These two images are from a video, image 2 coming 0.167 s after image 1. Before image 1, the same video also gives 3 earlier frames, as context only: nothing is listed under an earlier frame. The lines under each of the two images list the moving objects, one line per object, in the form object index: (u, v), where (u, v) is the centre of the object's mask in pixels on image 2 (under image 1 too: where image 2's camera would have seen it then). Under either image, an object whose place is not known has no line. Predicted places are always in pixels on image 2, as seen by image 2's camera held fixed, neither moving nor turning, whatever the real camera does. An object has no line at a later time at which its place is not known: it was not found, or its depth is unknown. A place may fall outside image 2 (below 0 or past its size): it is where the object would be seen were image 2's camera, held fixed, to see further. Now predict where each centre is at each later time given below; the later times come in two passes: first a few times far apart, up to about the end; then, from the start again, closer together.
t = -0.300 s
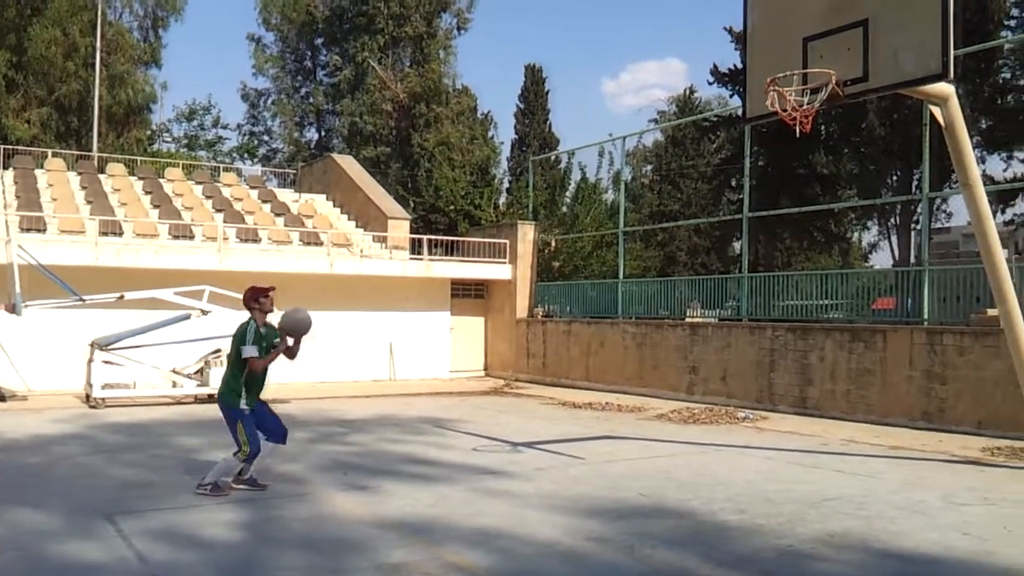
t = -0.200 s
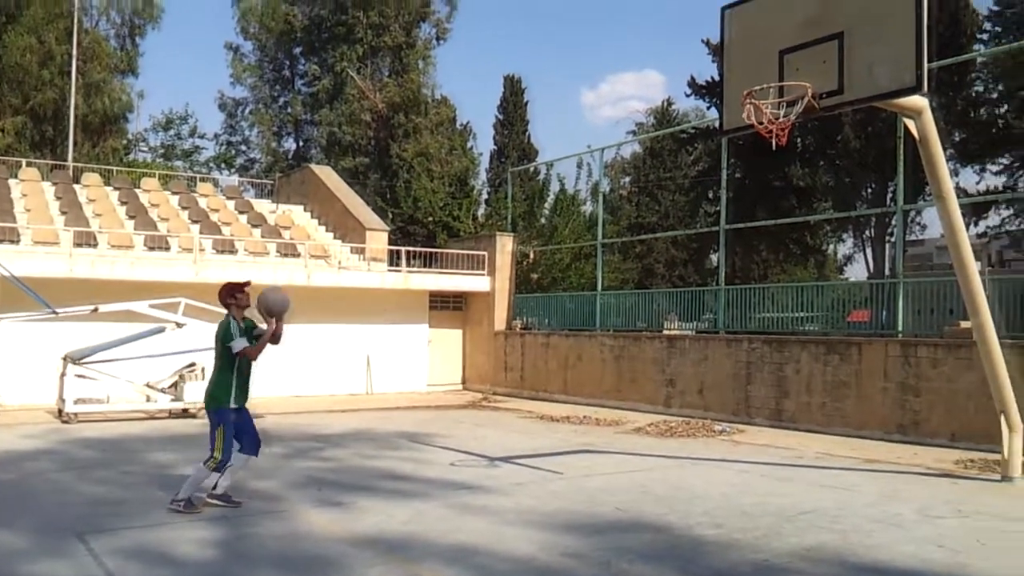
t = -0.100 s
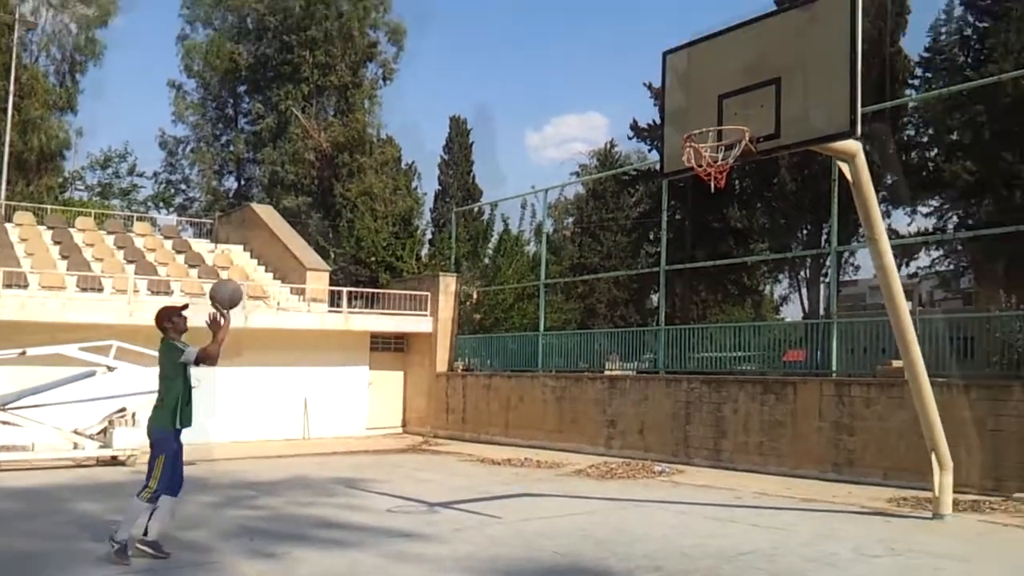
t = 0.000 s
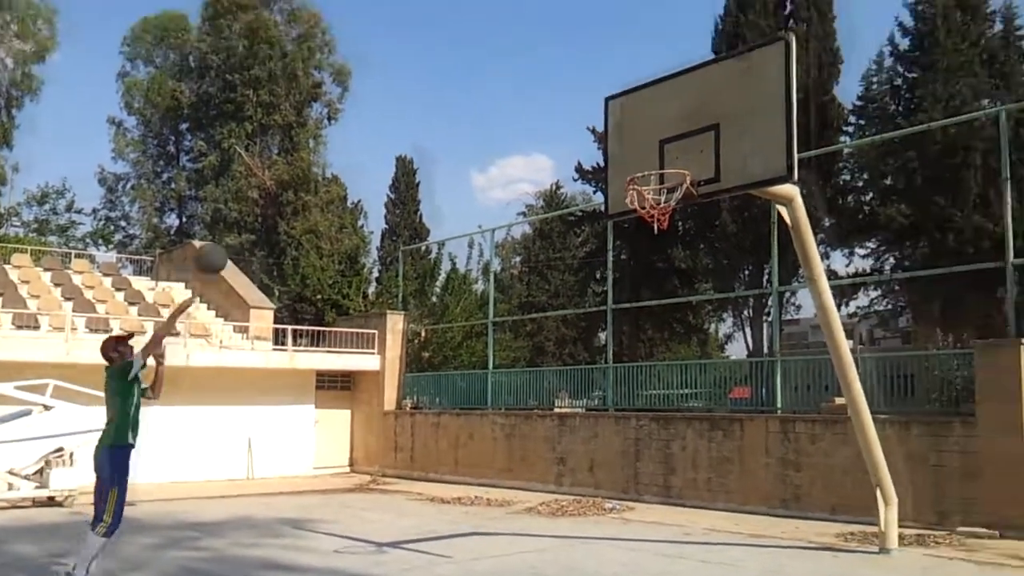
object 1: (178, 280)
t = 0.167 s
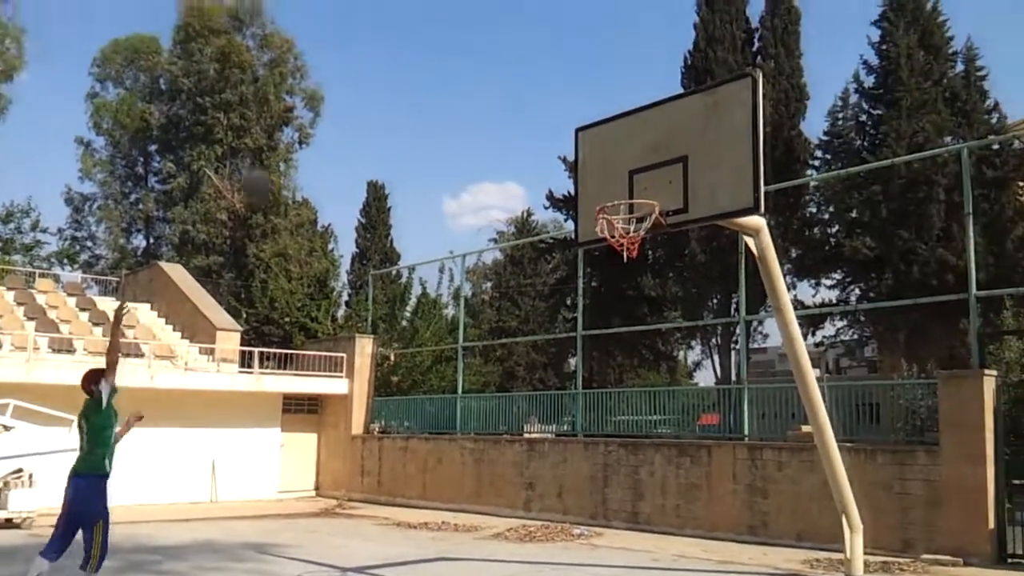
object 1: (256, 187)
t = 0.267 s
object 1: (301, 146)
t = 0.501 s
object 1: (400, 106)
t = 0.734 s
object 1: (500, 134)
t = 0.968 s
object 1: (562, 212)
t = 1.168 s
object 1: (476, 280)
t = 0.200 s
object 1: (274, 169)
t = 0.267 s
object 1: (301, 146)
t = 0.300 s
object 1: (316, 136)
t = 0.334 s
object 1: (331, 127)
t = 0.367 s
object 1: (344, 120)
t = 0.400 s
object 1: (359, 114)
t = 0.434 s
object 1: (373, 110)
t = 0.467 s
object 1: (387, 107)
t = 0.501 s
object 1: (400, 106)
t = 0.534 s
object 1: (415, 105)
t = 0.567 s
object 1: (429, 106)
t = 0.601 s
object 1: (444, 108)
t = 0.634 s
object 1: (458, 112)
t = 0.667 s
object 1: (470, 118)
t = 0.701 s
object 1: (486, 125)
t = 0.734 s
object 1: (500, 134)
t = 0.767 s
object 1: (514, 142)
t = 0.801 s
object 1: (529, 154)
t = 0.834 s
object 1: (543, 167)
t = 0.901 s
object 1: (572, 195)
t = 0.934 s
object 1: (577, 205)
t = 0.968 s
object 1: (562, 212)
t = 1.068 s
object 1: (526, 235)
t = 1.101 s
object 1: (506, 249)
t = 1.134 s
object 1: (492, 263)
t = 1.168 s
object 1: (476, 280)
